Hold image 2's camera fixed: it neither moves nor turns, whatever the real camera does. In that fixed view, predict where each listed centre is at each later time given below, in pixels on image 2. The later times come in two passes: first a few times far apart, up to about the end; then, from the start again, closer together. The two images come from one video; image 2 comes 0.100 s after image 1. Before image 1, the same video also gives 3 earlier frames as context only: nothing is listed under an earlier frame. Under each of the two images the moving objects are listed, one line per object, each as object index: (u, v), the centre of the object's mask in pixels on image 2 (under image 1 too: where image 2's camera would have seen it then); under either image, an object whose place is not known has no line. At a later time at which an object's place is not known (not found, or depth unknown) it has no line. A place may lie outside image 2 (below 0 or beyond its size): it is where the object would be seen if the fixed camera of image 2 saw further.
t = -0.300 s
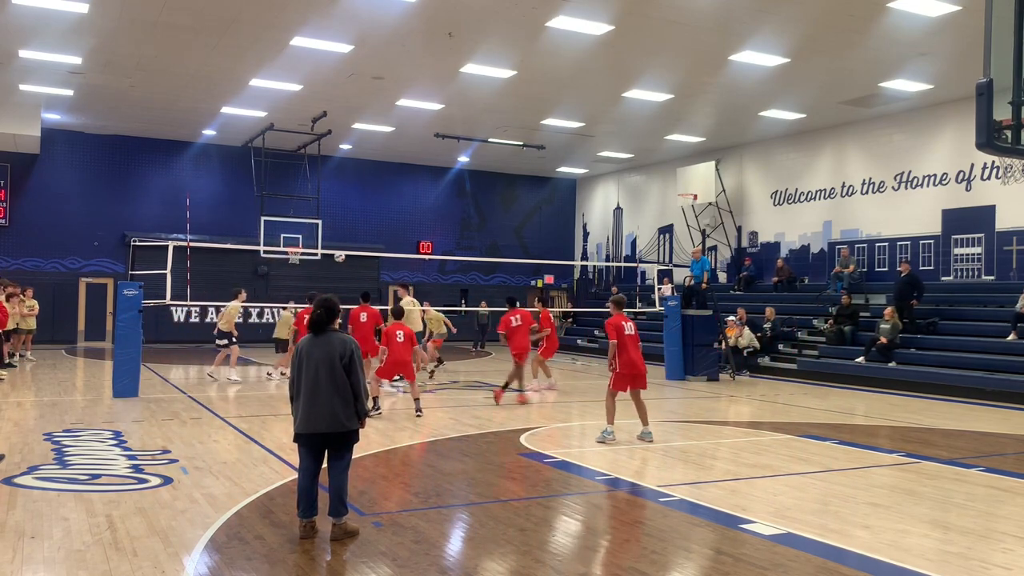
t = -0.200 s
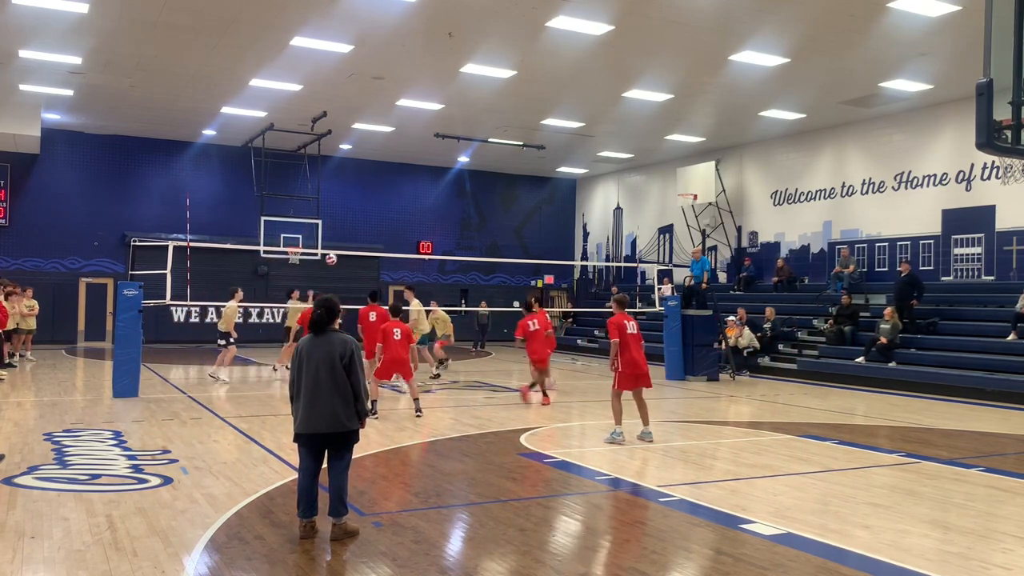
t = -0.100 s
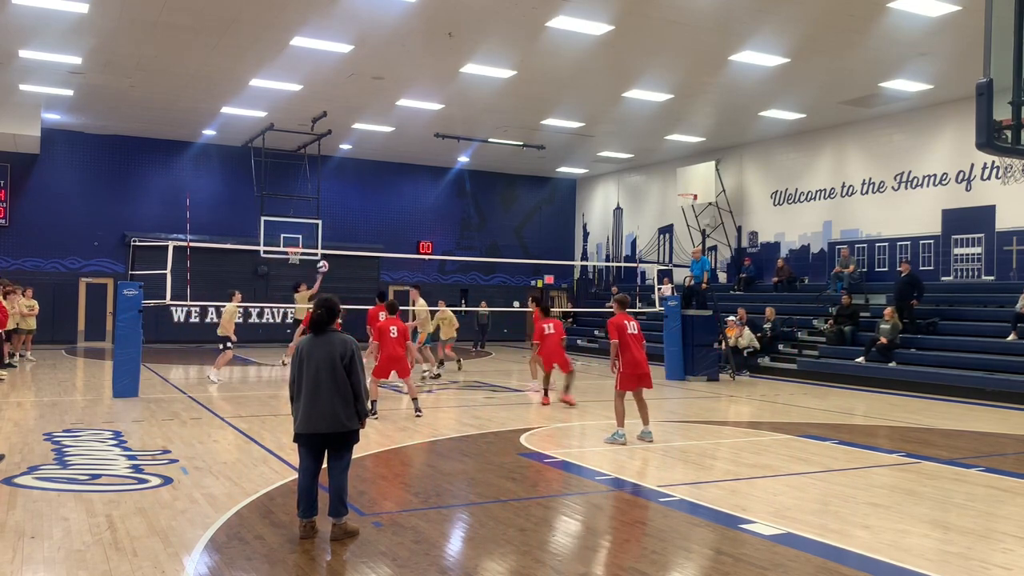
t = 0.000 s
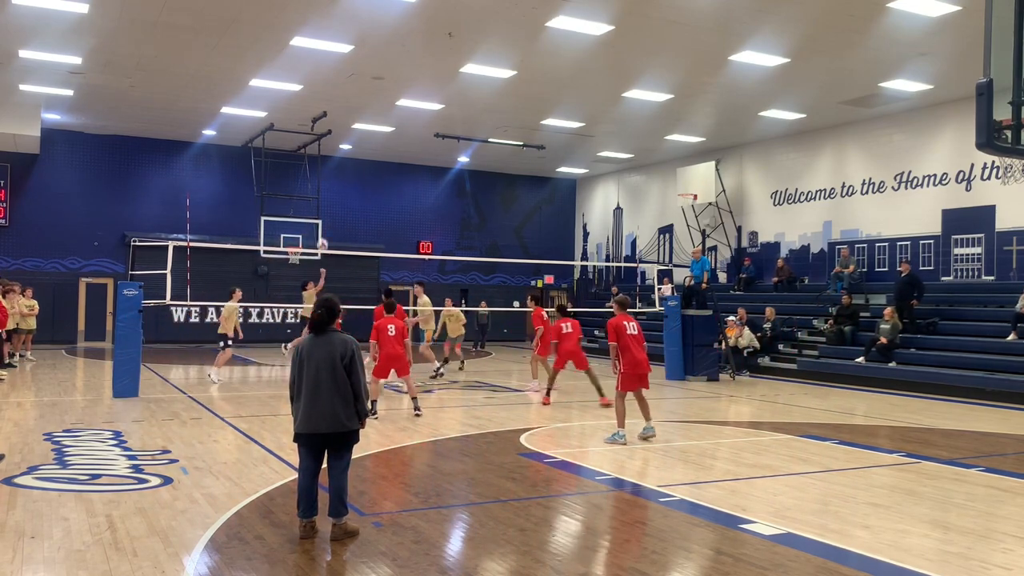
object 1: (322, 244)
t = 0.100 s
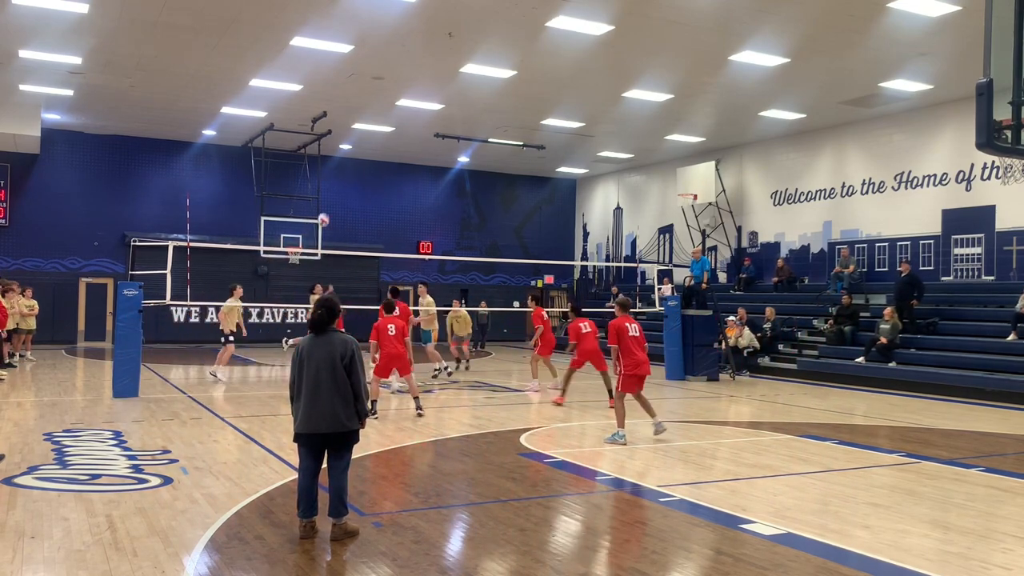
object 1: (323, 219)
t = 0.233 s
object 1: (324, 193)
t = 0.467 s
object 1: (326, 169)
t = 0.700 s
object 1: (326, 176)
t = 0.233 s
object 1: (324, 193)
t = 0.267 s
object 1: (324, 188)
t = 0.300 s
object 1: (325, 183)
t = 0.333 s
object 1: (325, 179)
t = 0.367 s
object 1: (325, 175)
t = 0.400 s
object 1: (325, 172)
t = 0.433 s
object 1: (325, 170)
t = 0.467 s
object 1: (326, 169)
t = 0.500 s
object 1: (326, 168)
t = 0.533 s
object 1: (326, 167)
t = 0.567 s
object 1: (326, 168)
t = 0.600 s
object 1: (326, 168)
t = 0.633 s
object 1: (326, 170)
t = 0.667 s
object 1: (326, 172)
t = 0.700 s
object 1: (326, 176)
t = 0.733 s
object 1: (326, 180)
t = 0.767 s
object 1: (326, 185)
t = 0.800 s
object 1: (327, 190)
